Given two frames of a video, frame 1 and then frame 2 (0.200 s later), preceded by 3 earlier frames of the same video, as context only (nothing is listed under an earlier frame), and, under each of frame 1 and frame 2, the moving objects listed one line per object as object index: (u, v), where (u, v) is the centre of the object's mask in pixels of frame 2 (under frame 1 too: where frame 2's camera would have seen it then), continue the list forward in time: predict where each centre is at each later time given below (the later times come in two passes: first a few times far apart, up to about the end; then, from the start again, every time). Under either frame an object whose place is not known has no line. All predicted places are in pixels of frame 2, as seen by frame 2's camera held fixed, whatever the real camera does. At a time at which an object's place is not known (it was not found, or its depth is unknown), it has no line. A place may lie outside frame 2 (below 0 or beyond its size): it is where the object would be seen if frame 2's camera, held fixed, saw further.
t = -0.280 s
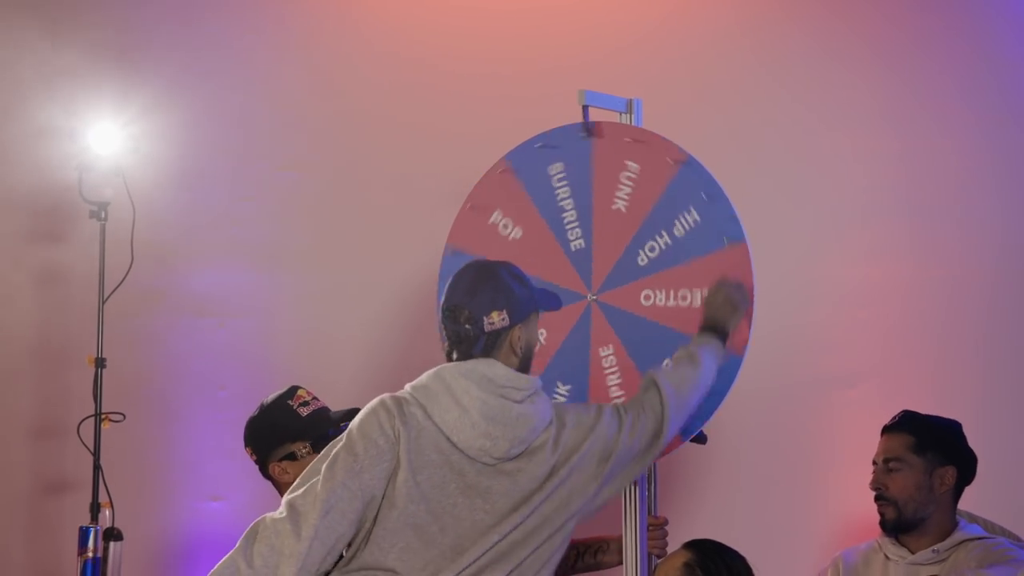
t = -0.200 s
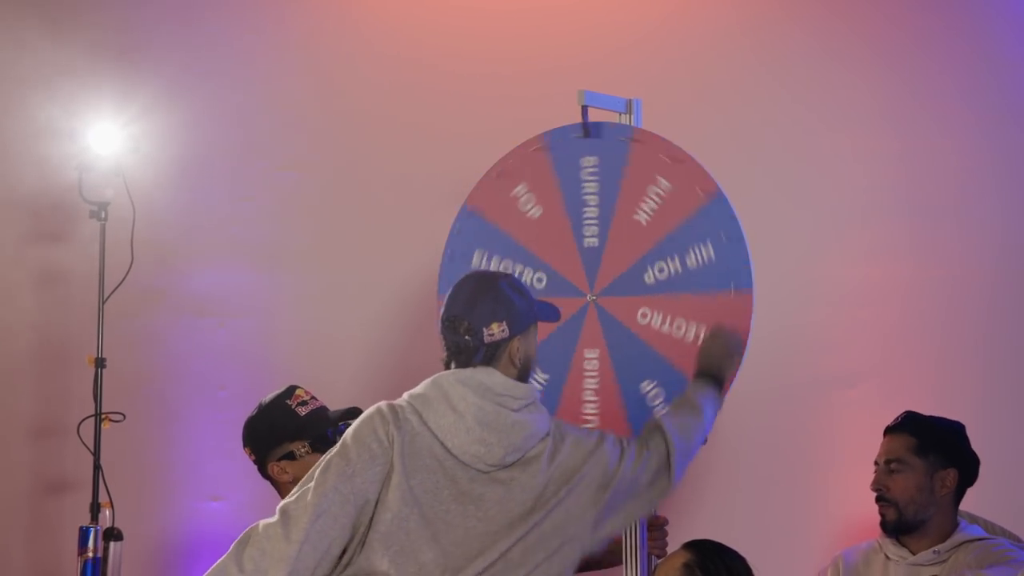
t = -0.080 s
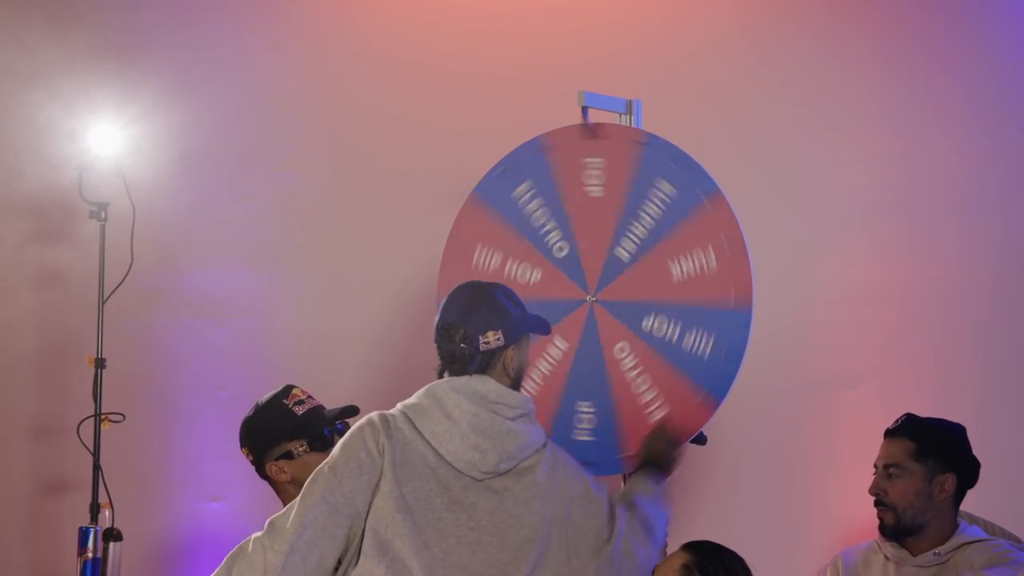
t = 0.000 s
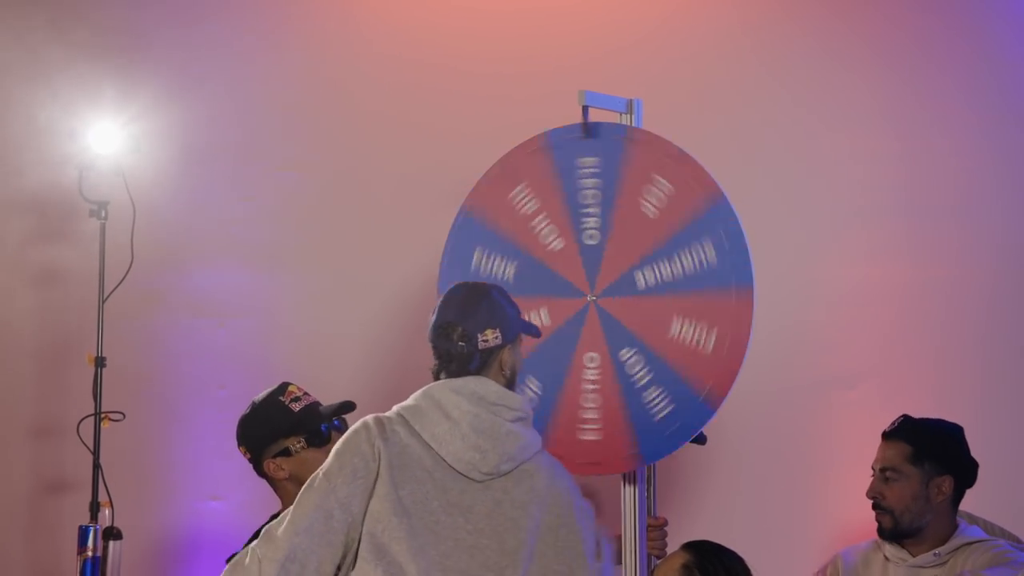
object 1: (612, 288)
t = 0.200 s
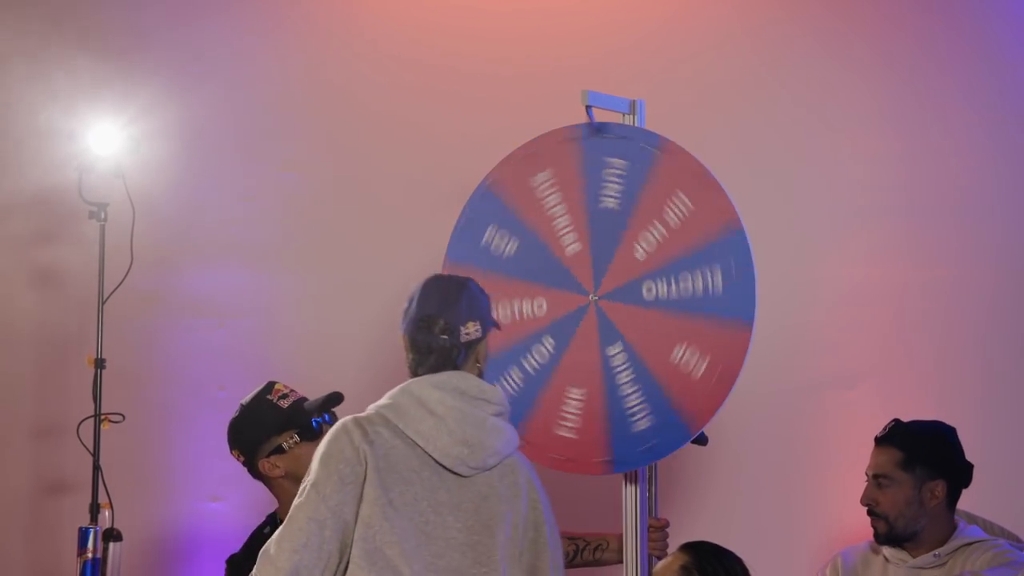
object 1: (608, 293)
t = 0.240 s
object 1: (606, 294)
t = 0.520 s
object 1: (595, 299)
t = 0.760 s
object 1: (595, 299)
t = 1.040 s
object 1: (596, 299)
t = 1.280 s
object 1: (597, 299)
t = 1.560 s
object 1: (600, 299)
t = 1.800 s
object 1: (596, 300)
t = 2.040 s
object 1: (595, 300)
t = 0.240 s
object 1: (606, 294)
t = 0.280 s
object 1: (605, 295)
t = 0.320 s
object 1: (603, 297)
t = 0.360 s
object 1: (600, 297)
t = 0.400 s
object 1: (598, 298)
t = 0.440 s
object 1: (596, 299)
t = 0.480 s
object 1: (595, 299)
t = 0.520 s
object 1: (595, 299)
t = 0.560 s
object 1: (595, 298)
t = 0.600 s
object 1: (596, 299)
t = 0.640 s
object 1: (596, 298)
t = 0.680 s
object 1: (596, 299)
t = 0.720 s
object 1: (595, 299)
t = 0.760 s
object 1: (595, 299)
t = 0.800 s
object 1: (595, 299)
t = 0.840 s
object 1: (595, 299)
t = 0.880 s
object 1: (595, 299)
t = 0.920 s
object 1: (596, 299)
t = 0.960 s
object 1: (596, 299)
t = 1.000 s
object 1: (596, 299)
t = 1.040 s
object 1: (596, 299)
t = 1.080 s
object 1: (596, 299)
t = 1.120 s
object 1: (595, 299)
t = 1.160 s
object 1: (595, 299)
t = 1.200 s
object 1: (595, 299)
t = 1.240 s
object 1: (596, 299)
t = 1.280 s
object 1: (597, 299)
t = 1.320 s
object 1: (598, 299)
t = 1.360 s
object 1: (600, 299)
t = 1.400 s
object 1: (601, 299)
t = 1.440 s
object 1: (601, 298)
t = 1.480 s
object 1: (601, 299)
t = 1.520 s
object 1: (601, 299)
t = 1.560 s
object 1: (600, 299)
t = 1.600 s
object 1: (599, 299)
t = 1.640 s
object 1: (598, 300)
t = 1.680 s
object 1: (597, 300)
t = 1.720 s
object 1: (597, 300)
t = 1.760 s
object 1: (596, 300)
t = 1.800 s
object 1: (596, 300)
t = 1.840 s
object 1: (596, 300)
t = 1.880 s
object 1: (596, 299)
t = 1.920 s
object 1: (596, 300)
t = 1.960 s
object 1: (596, 300)
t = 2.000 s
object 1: (596, 300)
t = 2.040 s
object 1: (595, 300)
